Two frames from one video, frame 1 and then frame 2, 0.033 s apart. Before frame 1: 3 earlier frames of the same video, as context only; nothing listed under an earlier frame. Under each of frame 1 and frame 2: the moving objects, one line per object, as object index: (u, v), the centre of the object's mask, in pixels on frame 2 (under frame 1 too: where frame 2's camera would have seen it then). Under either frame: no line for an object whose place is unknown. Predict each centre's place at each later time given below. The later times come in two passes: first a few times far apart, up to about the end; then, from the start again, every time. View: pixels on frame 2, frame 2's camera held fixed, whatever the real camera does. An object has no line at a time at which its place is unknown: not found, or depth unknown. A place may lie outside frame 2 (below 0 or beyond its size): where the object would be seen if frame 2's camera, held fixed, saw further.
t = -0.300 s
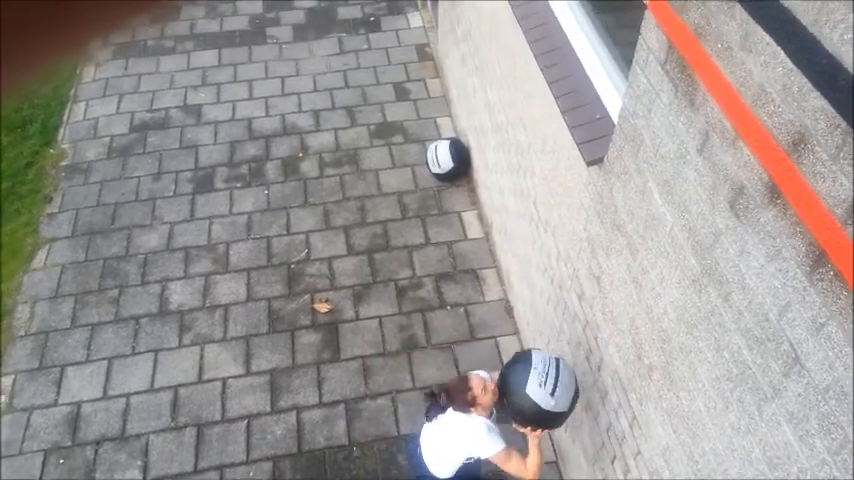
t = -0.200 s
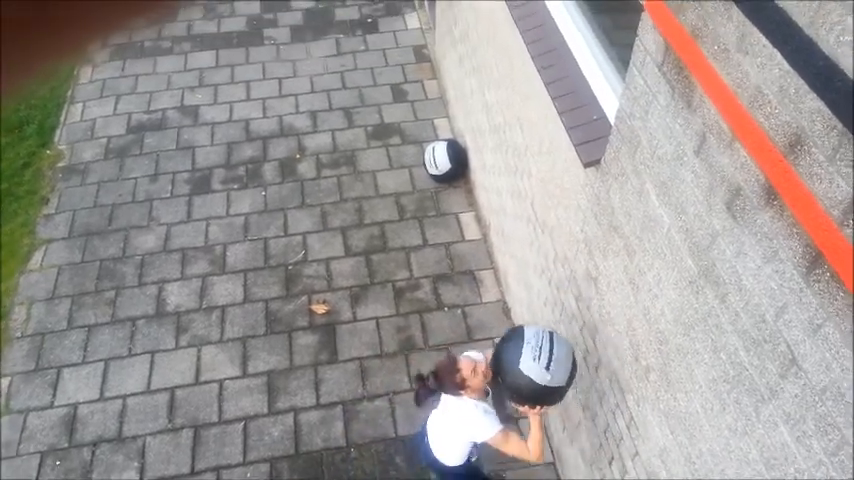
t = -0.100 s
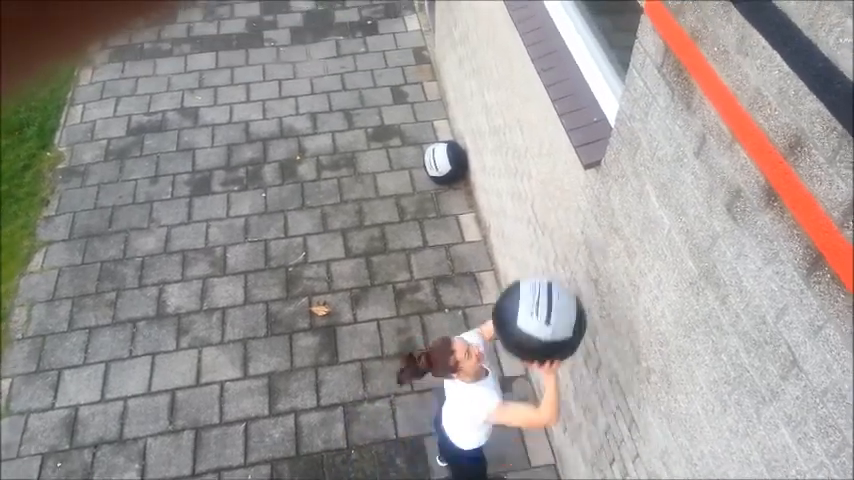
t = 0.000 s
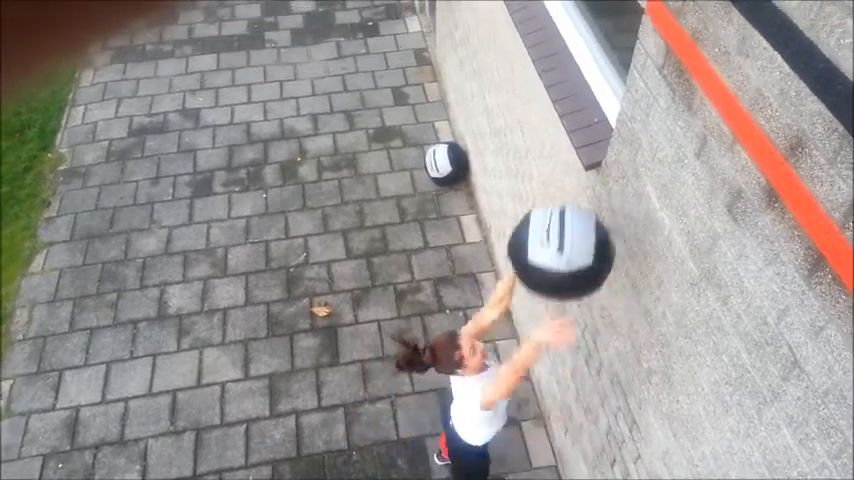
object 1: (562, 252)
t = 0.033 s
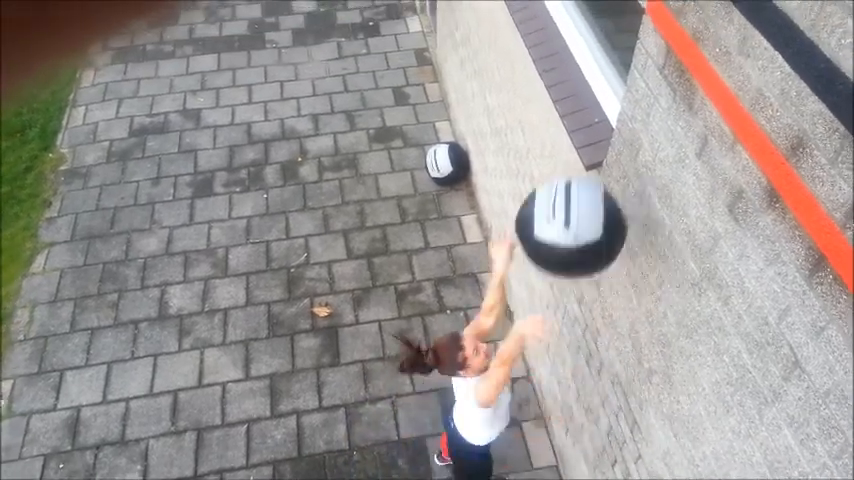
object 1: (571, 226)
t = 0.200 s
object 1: (619, 112)
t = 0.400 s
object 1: (667, 48)
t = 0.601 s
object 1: (638, 91)
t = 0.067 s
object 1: (581, 202)
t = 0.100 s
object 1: (590, 178)
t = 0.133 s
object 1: (600, 155)
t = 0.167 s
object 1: (610, 133)
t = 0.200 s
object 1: (619, 112)
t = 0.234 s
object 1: (629, 92)
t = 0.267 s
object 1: (638, 76)
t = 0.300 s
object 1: (647, 62)
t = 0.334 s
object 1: (654, 55)
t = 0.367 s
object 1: (661, 51)
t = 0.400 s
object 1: (667, 48)
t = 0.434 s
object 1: (668, 48)
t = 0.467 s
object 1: (665, 50)
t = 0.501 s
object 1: (660, 55)
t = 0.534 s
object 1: (654, 61)
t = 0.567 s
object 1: (647, 73)
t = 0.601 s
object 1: (638, 91)
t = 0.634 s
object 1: (630, 111)
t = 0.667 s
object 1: (619, 132)
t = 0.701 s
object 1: (609, 156)
